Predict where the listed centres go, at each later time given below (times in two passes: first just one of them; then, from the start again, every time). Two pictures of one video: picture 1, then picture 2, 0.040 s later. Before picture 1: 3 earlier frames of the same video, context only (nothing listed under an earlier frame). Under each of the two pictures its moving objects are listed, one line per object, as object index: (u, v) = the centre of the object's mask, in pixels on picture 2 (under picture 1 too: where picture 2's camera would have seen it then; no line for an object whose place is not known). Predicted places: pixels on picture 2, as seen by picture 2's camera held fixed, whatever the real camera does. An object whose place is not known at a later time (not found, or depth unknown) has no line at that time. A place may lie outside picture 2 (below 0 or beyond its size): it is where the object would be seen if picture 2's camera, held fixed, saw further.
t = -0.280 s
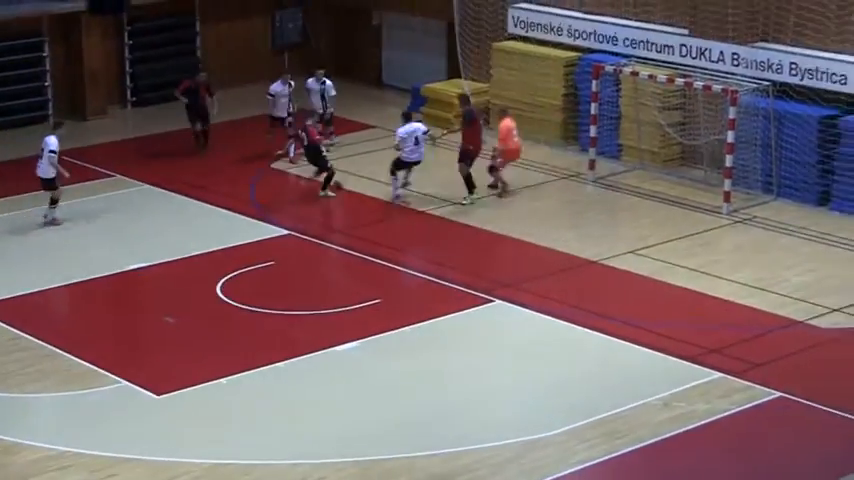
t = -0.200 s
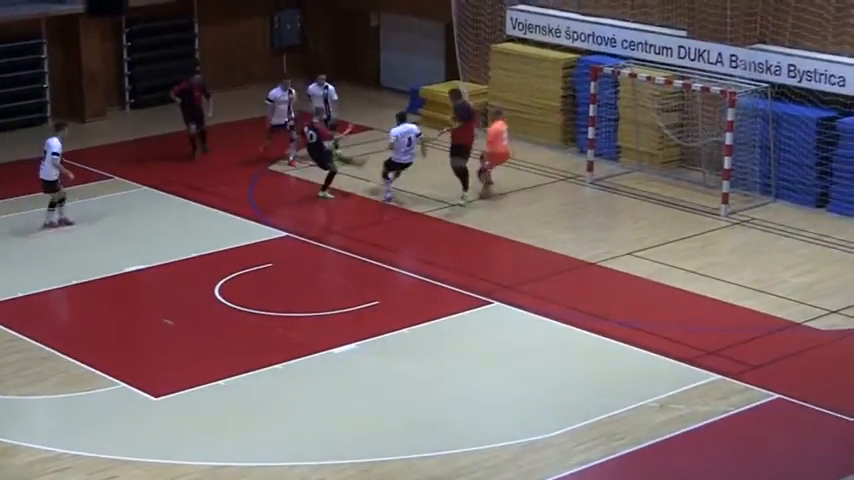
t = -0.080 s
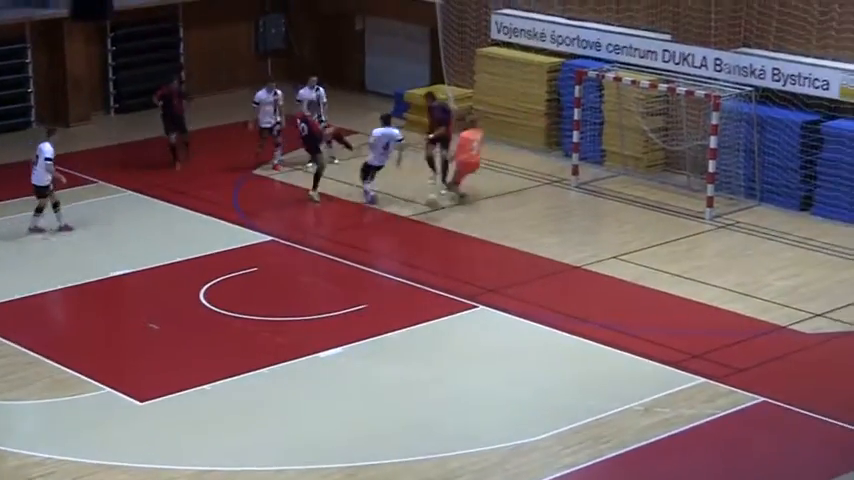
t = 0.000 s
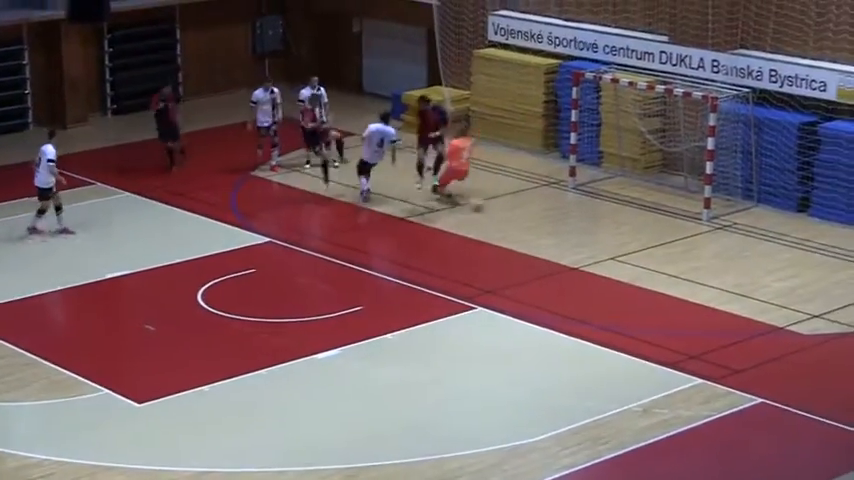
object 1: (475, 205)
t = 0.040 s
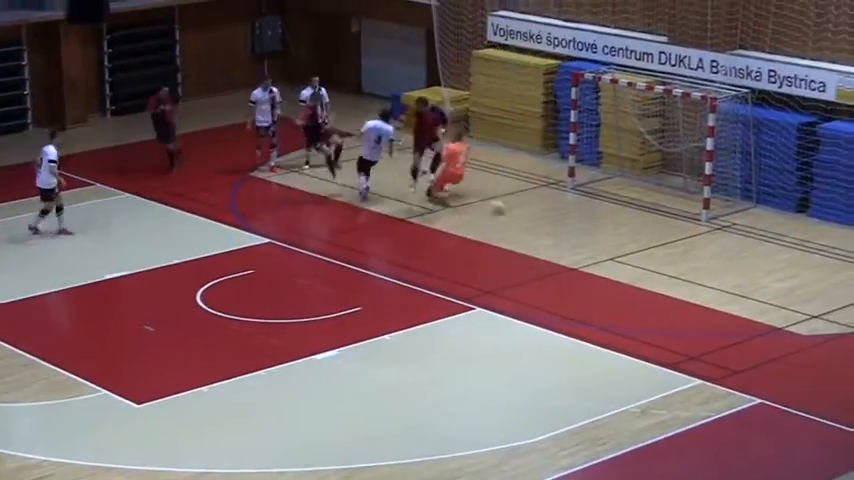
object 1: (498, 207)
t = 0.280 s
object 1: (624, 223)
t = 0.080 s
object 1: (520, 210)
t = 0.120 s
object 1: (542, 216)
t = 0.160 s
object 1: (562, 215)
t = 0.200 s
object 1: (583, 216)
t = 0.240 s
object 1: (604, 220)
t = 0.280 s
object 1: (624, 223)
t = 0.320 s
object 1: (643, 226)
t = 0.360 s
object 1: (664, 229)
